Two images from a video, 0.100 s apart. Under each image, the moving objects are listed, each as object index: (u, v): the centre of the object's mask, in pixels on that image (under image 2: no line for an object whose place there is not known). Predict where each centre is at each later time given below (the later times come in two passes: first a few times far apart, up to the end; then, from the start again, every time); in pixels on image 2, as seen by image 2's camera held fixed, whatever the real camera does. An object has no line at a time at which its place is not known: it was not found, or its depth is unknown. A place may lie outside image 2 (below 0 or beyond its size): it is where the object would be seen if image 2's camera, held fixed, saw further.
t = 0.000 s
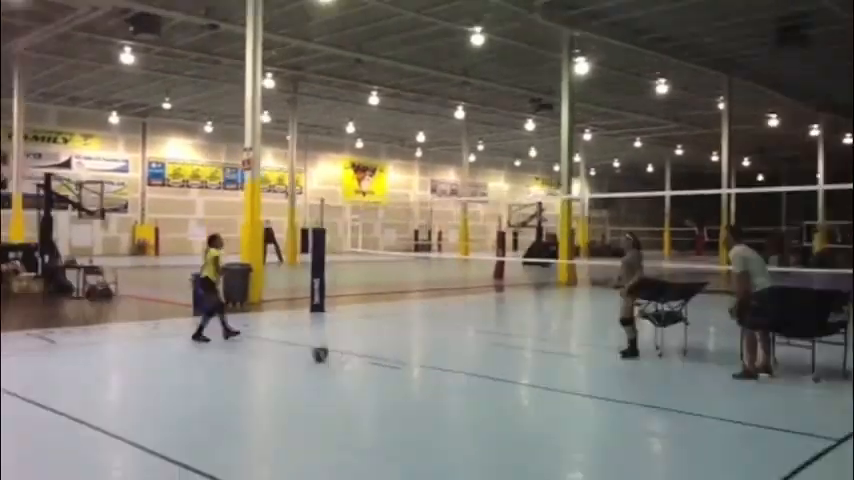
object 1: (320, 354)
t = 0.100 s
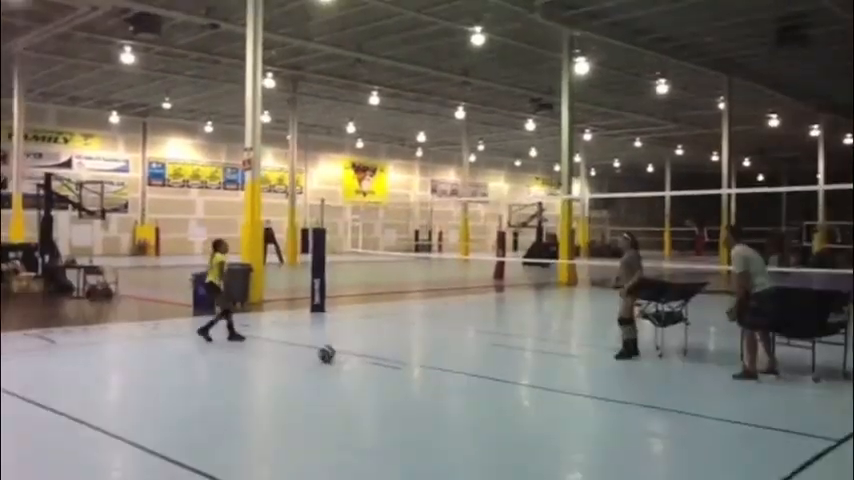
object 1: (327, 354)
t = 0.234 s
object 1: (334, 355)
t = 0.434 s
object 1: (347, 356)
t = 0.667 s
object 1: (361, 357)
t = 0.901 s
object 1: (375, 359)
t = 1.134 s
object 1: (390, 361)
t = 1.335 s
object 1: (401, 362)
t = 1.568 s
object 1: (416, 364)
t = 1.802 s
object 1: (430, 366)
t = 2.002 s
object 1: (442, 368)
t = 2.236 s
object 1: (456, 370)
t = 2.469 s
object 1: (471, 372)
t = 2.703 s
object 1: (485, 375)
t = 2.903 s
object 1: (496, 376)
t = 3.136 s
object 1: (511, 379)
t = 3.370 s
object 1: (526, 381)
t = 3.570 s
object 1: (539, 384)
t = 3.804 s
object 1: (554, 386)
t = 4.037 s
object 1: (569, 389)
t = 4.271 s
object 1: (586, 391)
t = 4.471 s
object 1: (598, 394)
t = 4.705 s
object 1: (613, 396)
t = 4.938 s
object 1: (626, 398)
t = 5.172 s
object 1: (641, 401)
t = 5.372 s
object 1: (651, 403)
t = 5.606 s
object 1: (665, 405)
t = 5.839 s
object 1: (680, 409)
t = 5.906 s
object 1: (683, 409)
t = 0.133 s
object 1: (328, 354)
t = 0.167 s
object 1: (330, 355)
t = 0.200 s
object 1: (332, 355)
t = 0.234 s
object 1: (334, 355)
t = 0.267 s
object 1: (337, 355)
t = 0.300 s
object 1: (338, 355)
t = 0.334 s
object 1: (341, 355)
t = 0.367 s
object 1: (343, 356)
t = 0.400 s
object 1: (345, 356)
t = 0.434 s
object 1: (347, 356)
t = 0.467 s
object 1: (349, 356)
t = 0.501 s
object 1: (351, 357)
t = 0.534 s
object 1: (353, 356)
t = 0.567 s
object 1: (355, 356)
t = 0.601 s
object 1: (357, 356)
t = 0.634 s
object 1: (359, 357)
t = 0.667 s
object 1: (361, 357)
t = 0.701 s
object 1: (363, 358)
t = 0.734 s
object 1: (365, 358)
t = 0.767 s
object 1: (367, 358)
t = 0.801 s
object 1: (370, 358)
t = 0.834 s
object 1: (371, 358)
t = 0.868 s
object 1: (373, 359)
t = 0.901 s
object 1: (375, 359)
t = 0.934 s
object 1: (378, 359)
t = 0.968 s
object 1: (379, 359)
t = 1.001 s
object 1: (381, 360)
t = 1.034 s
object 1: (383, 360)
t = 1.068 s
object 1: (385, 360)
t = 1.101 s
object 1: (387, 360)
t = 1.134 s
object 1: (390, 361)
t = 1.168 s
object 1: (392, 362)
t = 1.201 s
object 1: (393, 362)
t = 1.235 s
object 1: (395, 362)
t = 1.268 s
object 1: (397, 362)
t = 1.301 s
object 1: (399, 362)
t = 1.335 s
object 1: (401, 362)
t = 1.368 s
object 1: (403, 363)
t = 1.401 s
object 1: (405, 363)
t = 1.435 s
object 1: (407, 363)
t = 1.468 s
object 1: (409, 363)
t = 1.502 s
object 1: (411, 363)
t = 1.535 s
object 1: (413, 364)
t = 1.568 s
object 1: (416, 364)
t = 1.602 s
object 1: (418, 364)
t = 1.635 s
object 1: (419, 364)
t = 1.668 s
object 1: (422, 365)
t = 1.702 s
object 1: (424, 365)
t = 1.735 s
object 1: (426, 365)
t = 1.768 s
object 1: (428, 366)
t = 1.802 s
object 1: (430, 366)
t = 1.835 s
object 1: (432, 366)
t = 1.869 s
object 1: (434, 366)
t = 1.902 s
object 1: (436, 367)
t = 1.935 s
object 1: (439, 368)
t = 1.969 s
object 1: (440, 368)
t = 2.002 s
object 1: (442, 368)
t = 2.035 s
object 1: (444, 368)
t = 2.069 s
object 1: (446, 368)
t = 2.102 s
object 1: (448, 368)
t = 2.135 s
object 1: (451, 369)
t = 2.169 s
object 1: (453, 369)
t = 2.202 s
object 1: (455, 370)
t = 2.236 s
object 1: (456, 370)
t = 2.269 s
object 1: (458, 370)
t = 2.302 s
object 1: (460, 370)
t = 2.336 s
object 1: (463, 371)
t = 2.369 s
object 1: (465, 371)
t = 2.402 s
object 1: (467, 372)
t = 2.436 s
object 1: (469, 372)
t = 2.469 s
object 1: (471, 372)
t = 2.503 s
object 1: (473, 372)
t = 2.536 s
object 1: (475, 372)
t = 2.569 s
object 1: (476, 373)
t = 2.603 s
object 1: (478, 373)
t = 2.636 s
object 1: (480, 373)
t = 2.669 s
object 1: (483, 374)
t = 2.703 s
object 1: (485, 375)
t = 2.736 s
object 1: (487, 375)
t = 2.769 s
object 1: (488, 375)
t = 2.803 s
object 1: (490, 375)
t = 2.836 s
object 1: (492, 376)
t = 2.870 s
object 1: (495, 376)
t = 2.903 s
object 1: (496, 376)
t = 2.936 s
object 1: (498, 376)
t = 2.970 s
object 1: (500, 377)
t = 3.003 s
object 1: (502, 377)
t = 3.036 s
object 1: (505, 378)
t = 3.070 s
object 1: (507, 378)
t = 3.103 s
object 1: (509, 378)
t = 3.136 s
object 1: (511, 379)
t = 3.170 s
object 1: (514, 379)
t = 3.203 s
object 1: (516, 380)
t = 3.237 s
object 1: (517, 380)
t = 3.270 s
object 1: (520, 381)
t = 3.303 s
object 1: (522, 381)
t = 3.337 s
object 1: (524, 380)
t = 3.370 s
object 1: (526, 381)
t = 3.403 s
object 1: (529, 382)
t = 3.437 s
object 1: (531, 382)
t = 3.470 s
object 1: (533, 383)
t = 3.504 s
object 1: (535, 383)
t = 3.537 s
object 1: (538, 383)
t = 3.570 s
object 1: (539, 384)
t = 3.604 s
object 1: (541, 384)
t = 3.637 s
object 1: (543, 384)
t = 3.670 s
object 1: (546, 384)
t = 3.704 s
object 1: (548, 385)
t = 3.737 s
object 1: (550, 385)
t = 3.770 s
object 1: (553, 386)
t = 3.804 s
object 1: (554, 386)
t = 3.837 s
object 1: (557, 386)
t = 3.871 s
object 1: (559, 387)
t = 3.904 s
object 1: (561, 388)
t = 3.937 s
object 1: (564, 388)
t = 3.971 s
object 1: (566, 389)
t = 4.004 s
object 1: (568, 388)
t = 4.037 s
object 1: (569, 389)
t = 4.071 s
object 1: (572, 389)
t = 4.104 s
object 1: (574, 390)
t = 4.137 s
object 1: (576, 390)
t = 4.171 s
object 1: (578, 390)
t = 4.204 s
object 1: (580, 390)
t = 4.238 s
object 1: (583, 391)
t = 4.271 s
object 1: (586, 391)
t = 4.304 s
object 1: (588, 392)
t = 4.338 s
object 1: (590, 393)
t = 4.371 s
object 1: (592, 393)
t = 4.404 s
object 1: (594, 393)
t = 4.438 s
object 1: (596, 394)
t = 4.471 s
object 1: (598, 394)
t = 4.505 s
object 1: (600, 394)
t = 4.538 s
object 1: (602, 394)
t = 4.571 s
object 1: (604, 394)
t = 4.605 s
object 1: (606, 395)
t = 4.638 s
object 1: (608, 395)
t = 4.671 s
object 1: (610, 396)
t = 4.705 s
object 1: (613, 396)
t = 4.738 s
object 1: (614, 397)
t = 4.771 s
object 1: (616, 397)
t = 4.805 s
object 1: (618, 397)
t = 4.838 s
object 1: (620, 398)
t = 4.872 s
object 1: (623, 398)
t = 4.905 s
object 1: (624, 398)
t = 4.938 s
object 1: (626, 398)
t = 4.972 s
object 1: (629, 400)
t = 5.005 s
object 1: (630, 399)
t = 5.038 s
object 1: (632, 399)
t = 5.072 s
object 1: (634, 399)
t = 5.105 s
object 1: (636, 400)
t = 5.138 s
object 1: (638, 400)
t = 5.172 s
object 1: (641, 401)
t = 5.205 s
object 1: (643, 401)
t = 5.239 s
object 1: (645, 402)
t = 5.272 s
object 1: (647, 402)
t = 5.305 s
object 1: (648, 402)
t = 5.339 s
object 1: (650, 403)
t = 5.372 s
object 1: (651, 403)
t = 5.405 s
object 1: (653, 404)
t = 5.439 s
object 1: (656, 405)
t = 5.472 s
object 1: (657, 405)
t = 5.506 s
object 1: (658, 405)
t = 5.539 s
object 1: (660, 405)
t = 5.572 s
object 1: (662, 405)
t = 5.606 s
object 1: (665, 405)
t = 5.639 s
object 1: (668, 405)
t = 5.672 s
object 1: (670, 406)
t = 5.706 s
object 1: (672, 406)
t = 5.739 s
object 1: (674, 407)
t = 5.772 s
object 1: (675, 407)
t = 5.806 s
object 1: (678, 408)
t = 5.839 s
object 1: (680, 409)
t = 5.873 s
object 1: (682, 410)
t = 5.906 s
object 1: (683, 409)
